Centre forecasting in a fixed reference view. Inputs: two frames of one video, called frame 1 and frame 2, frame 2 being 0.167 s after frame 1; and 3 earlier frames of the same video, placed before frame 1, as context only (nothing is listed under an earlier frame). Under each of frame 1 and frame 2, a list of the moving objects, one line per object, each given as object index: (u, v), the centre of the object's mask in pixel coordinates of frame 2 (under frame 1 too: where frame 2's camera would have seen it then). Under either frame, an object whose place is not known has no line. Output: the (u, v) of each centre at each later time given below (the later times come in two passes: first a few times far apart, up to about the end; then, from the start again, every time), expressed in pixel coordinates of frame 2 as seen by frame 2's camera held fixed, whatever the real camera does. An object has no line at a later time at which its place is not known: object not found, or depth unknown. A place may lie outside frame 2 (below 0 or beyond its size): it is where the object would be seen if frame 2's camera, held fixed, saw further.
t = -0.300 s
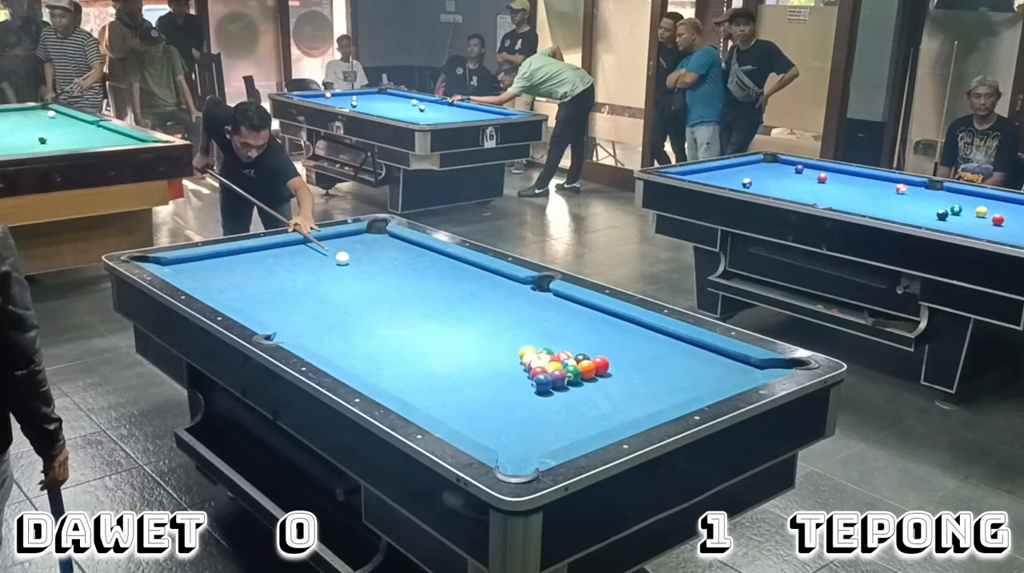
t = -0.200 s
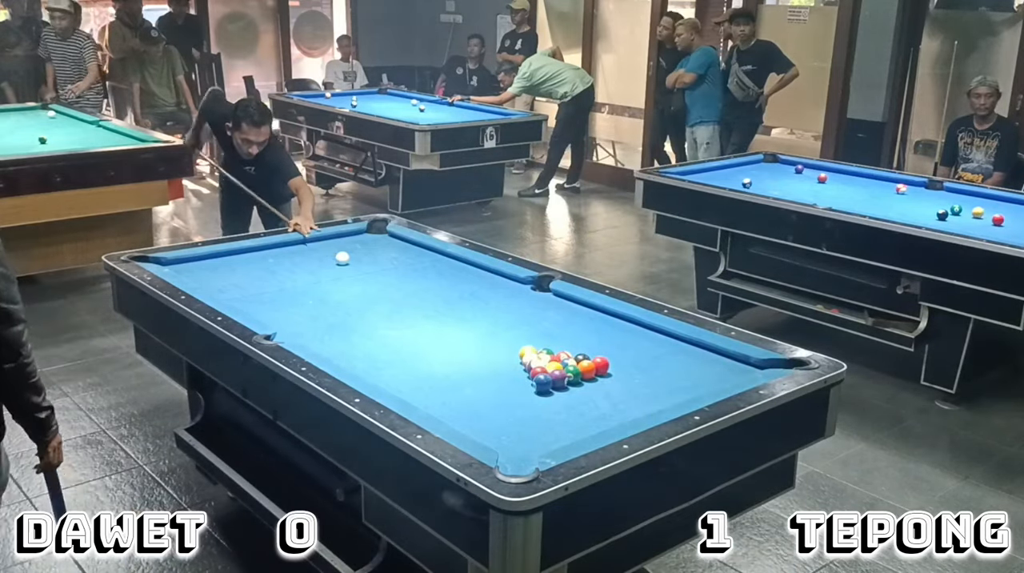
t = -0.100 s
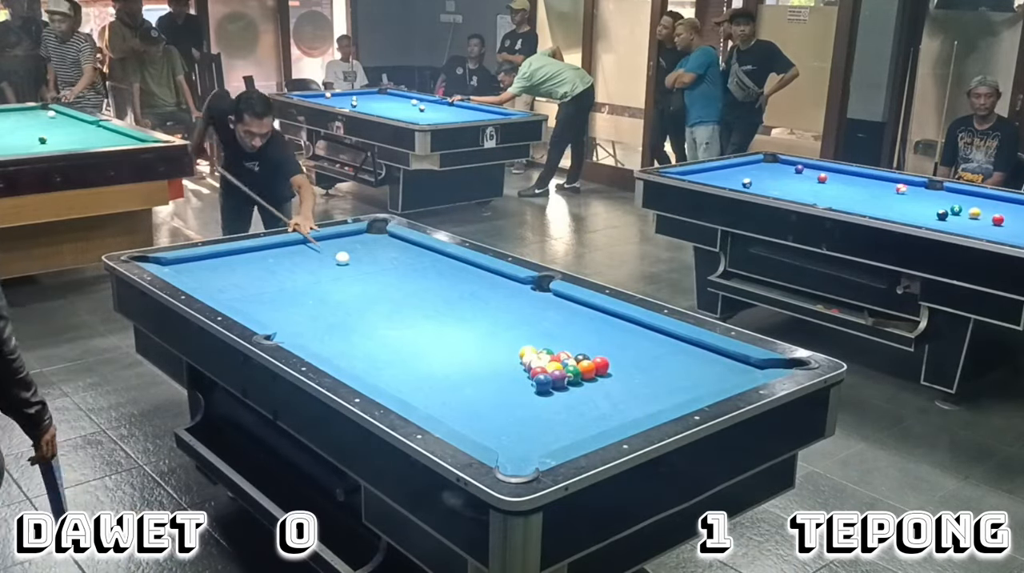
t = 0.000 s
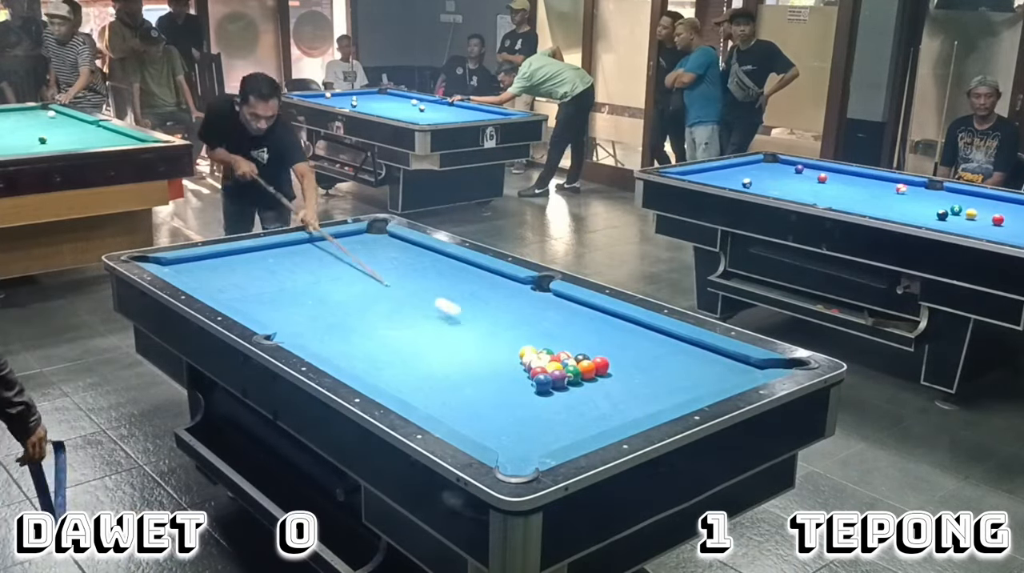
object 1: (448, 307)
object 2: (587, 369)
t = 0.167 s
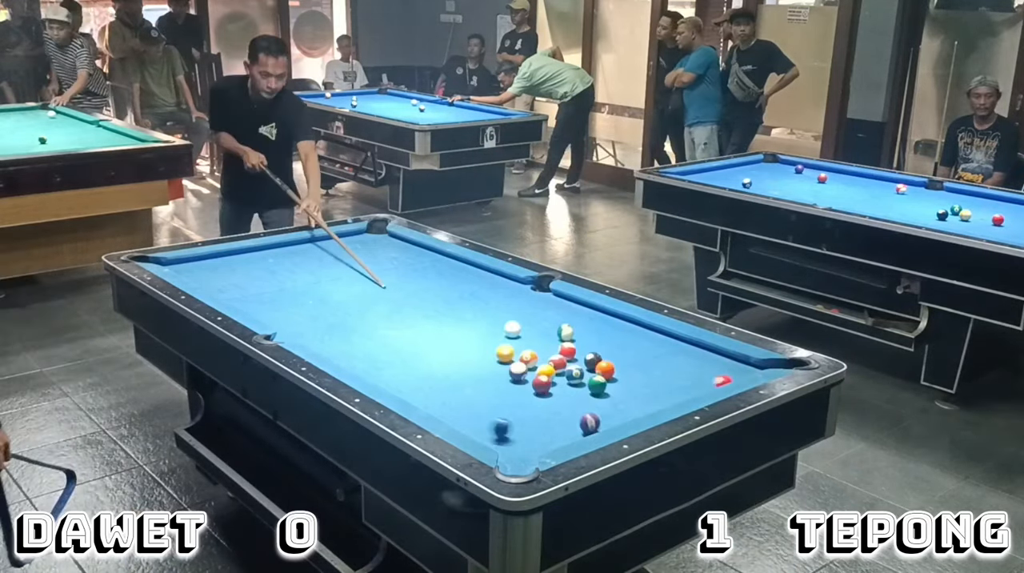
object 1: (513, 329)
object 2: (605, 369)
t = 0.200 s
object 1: (512, 325)
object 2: (610, 370)
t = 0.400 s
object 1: (510, 307)
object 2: (637, 371)
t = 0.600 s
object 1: (509, 292)
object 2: (662, 371)
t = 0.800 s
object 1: (509, 279)
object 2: (687, 372)
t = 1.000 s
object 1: (488, 277)
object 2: (710, 373)
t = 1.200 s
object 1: (465, 276)
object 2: (731, 372)
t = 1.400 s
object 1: (443, 276)
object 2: (751, 370)
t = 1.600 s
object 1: (418, 286)
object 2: (753, 367)
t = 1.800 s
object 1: (390, 303)
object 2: (753, 366)
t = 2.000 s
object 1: (360, 321)
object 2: (752, 364)
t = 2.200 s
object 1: (328, 341)
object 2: (748, 364)
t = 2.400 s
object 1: (348, 346)
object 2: (745, 365)
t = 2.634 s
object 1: (406, 342)
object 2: (742, 366)
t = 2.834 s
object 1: (452, 338)
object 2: (742, 366)
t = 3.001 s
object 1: (489, 336)
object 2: (742, 366)
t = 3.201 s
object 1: (531, 332)
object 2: (742, 366)
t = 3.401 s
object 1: (571, 329)
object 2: (742, 366)
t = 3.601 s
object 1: (608, 326)
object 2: (742, 366)
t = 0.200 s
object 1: (512, 325)
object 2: (610, 370)
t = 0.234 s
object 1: (511, 321)
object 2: (614, 370)
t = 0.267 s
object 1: (510, 318)
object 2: (619, 370)
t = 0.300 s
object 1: (510, 315)
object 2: (624, 371)
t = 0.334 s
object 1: (510, 313)
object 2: (628, 371)
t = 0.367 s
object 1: (510, 310)
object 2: (632, 371)
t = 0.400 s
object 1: (510, 307)
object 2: (637, 371)
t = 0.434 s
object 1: (510, 305)
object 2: (641, 371)
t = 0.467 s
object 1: (510, 302)
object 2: (645, 371)
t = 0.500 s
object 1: (510, 300)
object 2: (650, 371)
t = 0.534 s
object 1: (510, 297)
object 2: (654, 372)
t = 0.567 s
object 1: (509, 295)
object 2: (658, 371)
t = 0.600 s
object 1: (509, 292)
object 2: (662, 371)
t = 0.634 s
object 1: (509, 290)
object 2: (667, 372)
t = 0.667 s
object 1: (509, 288)
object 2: (671, 372)
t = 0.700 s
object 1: (509, 286)
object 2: (675, 372)
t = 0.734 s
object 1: (509, 284)
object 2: (679, 372)
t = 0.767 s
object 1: (509, 281)
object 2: (683, 372)
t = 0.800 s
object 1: (509, 279)
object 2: (687, 372)
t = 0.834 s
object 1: (509, 277)
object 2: (691, 372)
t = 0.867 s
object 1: (504, 277)
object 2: (695, 373)
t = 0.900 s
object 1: (500, 277)
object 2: (698, 373)
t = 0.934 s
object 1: (497, 277)
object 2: (702, 373)
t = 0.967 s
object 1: (492, 277)
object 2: (706, 372)
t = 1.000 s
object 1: (488, 277)
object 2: (710, 373)
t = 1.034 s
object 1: (484, 277)
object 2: (713, 372)
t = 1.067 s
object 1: (480, 277)
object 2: (717, 372)
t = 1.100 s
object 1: (476, 277)
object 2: (721, 373)
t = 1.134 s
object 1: (472, 277)
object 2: (724, 373)
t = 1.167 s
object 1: (469, 277)
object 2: (728, 373)
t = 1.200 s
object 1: (465, 276)
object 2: (731, 372)
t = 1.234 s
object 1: (461, 277)
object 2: (734, 372)
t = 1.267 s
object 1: (457, 276)
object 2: (738, 372)
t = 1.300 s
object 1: (453, 277)
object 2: (741, 371)
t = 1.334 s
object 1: (450, 276)
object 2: (744, 370)
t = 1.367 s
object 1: (446, 276)
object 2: (748, 370)
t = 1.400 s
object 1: (443, 276)
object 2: (751, 370)
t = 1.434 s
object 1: (439, 276)
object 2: (753, 369)
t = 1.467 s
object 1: (436, 276)
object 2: (753, 369)
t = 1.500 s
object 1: (432, 276)
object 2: (753, 368)
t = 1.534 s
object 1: (427, 280)
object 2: (753, 368)
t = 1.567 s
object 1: (423, 283)
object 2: (753, 368)
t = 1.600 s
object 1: (418, 286)
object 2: (753, 367)
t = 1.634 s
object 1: (413, 289)
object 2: (753, 367)
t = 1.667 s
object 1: (409, 292)
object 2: (753, 367)
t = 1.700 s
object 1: (405, 295)
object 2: (753, 366)
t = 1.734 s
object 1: (400, 297)
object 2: (753, 366)
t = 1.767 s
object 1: (395, 300)
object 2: (753, 366)
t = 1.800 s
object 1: (390, 303)
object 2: (753, 366)
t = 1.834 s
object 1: (386, 306)
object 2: (753, 365)
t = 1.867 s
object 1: (380, 309)
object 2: (753, 365)
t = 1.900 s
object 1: (376, 312)
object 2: (753, 364)
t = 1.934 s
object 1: (370, 315)
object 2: (753, 364)
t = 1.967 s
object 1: (365, 318)
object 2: (752, 364)
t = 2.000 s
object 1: (360, 321)
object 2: (752, 364)
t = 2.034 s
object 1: (355, 324)
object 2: (751, 364)
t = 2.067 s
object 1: (350, 328)
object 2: (751, 364)
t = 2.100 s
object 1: (345, 331)
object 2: (750, 364)
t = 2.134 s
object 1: (339, 334)
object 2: (749, 364)
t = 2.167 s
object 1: (333, 337)
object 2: (748, 364)
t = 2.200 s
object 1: (328, 341)
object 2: (748, 364)
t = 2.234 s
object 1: (322, 344)
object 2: (747, 364)
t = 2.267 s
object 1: (317, 344)
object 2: (746, 364)
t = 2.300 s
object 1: (322, 345)
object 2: (746, 364)
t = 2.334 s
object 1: (331, 347)
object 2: (745, 365)
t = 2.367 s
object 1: (340, 347)
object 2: (745, 365)
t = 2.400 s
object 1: (348, 346)
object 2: (745, 365)
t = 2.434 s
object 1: (356, 345)
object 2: (744, 365)
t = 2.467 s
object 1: (365, 345)
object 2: (744, 365)
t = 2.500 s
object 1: (373, 344)
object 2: (743, 365)
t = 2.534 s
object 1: (381, 344)
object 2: (743, 365)
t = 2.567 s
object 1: (390, 343)
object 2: (743, 366)
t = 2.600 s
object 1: (397, 342)
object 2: (743, 366)
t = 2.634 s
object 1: (406, 342)
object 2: (742, 366)
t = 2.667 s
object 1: (413, 342)
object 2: (742, 366)
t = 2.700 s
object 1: (421, 341)
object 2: (742, 366)
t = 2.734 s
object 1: (429, 340)
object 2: (742, 366)
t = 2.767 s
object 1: (437, 340)
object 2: (742, 366)
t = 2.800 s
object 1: (444, 338)
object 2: (742, 366)
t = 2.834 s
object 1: (452, 338)
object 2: (742, 366)
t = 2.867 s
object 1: (460, 338)
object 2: (742, 366)
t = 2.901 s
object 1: (467, 338)
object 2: (742, 366)
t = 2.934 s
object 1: (475, 337)
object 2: (742, 366)
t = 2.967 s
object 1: (482, 336)
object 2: (742, 366)
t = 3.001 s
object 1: (489, 336)
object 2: (742, 366)
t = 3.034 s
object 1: (496, 335)
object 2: (742, 366)
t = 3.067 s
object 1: (502, 333)
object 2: (742, 366)
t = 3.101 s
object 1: (510, 331)
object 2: (742, 366)
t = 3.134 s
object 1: (518, 332)
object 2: (742, 366)
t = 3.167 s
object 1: (524, 333)
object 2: (742, 366)
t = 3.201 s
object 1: (531, 332)
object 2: (742, 366)
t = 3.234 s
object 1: (538, 332)
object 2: (742, 366)
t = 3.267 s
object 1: (545, 331)
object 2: (742, 366)
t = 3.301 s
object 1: (551, 330)
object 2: (742, 366)
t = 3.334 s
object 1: (558, 330)
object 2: (742, 366)
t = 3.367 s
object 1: (565, 330)
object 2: (742, 366)
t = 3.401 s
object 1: (571, 329)
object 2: (742, 366)
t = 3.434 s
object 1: (577, 328)
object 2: (742, 366)
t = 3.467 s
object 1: (583, 328)
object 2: (742, 366)
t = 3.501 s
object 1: (589, 327)
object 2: (742, 366)
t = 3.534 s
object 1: (596, 327)
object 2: (742, 366)
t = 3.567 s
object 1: (602, 326)
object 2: (742, 366)
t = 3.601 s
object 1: (608, 326)
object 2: (742, 366)
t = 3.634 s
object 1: (615, 326)
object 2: (742, 366)
